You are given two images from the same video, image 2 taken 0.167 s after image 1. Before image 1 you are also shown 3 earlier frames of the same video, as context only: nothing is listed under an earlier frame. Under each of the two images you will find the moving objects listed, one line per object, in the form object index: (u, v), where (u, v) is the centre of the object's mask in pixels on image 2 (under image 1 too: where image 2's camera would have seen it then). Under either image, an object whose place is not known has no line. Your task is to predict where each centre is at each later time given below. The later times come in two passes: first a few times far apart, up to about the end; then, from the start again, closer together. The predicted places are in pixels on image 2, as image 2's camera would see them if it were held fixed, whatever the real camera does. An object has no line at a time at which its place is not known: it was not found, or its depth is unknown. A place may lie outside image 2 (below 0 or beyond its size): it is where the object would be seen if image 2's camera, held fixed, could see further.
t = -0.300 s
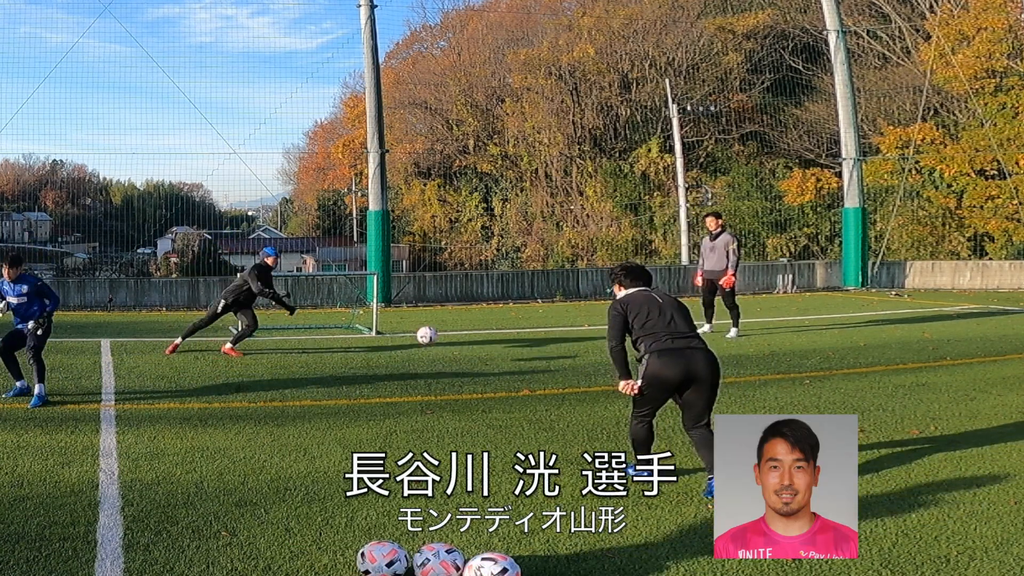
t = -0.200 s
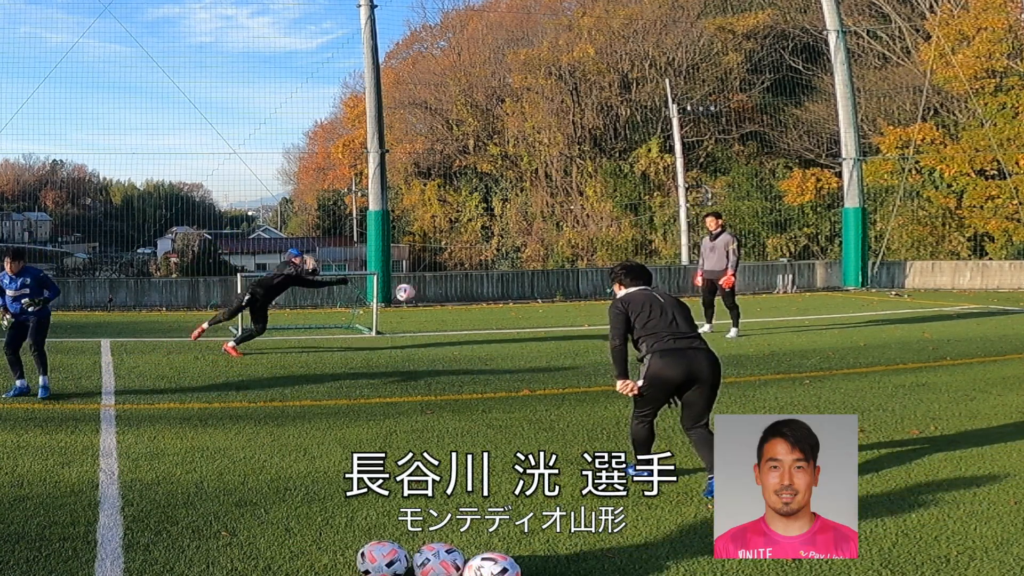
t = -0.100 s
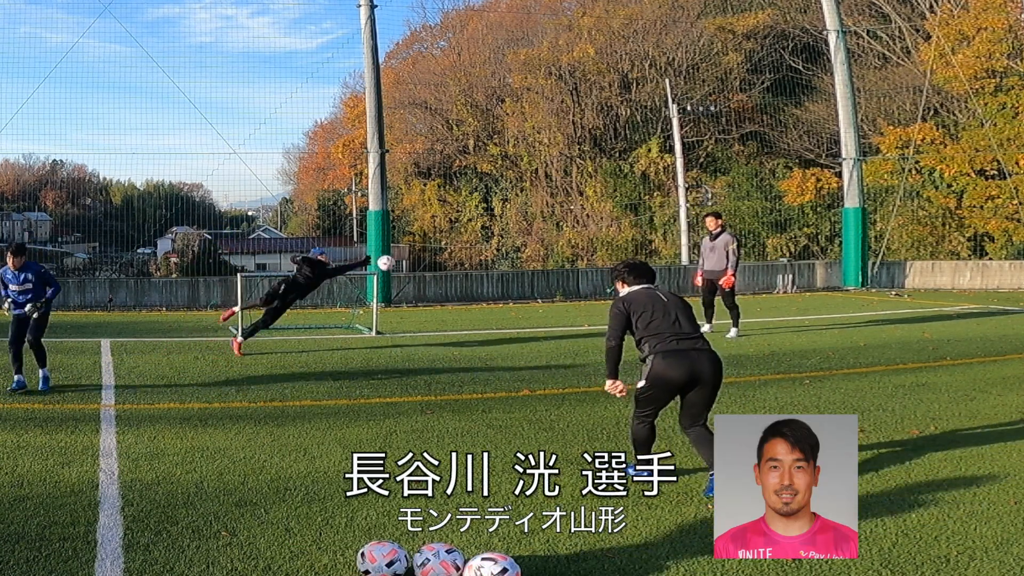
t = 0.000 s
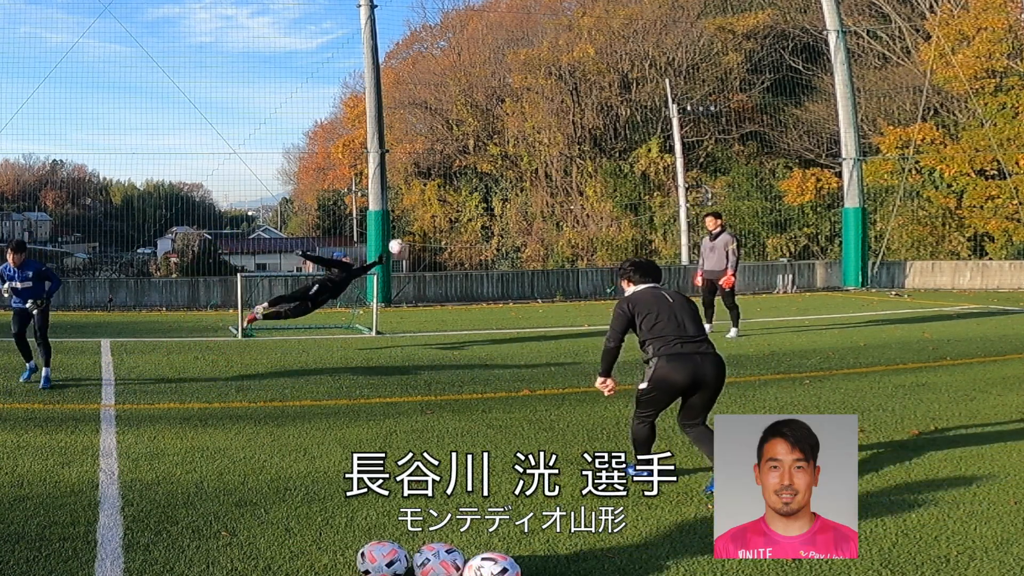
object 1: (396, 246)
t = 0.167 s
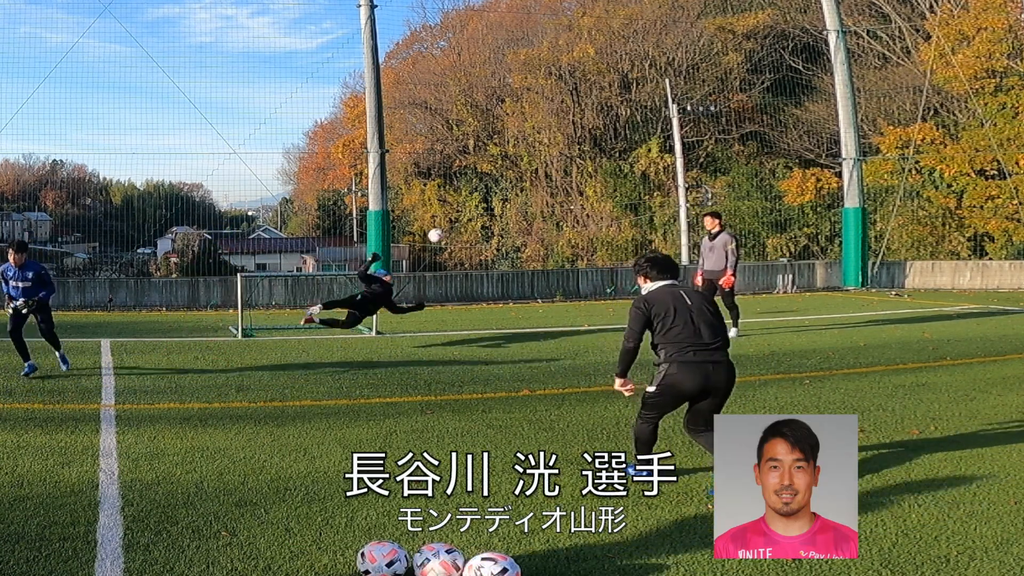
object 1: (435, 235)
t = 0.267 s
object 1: (456, 238)
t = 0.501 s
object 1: (497, 264)
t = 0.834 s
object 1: (527, 281)
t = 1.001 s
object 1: (529, 265)
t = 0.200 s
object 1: (443, 235)
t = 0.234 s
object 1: (450, 236)
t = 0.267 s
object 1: (456, 238)
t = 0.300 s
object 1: (462, 240)
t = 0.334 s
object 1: (469, 242)
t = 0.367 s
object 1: (476, 246)
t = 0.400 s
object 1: (480, 249)
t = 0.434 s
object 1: (486, 254)
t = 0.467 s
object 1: (492, 259)
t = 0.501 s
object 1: (497, 264)
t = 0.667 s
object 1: (522, 297)
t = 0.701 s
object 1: (526, 304)
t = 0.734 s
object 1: (526, 298)
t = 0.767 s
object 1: (527, 292)
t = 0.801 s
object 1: (527, 286)
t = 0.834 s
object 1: (527, 281)
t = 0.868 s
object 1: (528, 277)
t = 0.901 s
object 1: (528, 273)
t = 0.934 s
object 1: (527, 270)
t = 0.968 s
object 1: (528, 267)
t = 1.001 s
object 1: (529, 265)
